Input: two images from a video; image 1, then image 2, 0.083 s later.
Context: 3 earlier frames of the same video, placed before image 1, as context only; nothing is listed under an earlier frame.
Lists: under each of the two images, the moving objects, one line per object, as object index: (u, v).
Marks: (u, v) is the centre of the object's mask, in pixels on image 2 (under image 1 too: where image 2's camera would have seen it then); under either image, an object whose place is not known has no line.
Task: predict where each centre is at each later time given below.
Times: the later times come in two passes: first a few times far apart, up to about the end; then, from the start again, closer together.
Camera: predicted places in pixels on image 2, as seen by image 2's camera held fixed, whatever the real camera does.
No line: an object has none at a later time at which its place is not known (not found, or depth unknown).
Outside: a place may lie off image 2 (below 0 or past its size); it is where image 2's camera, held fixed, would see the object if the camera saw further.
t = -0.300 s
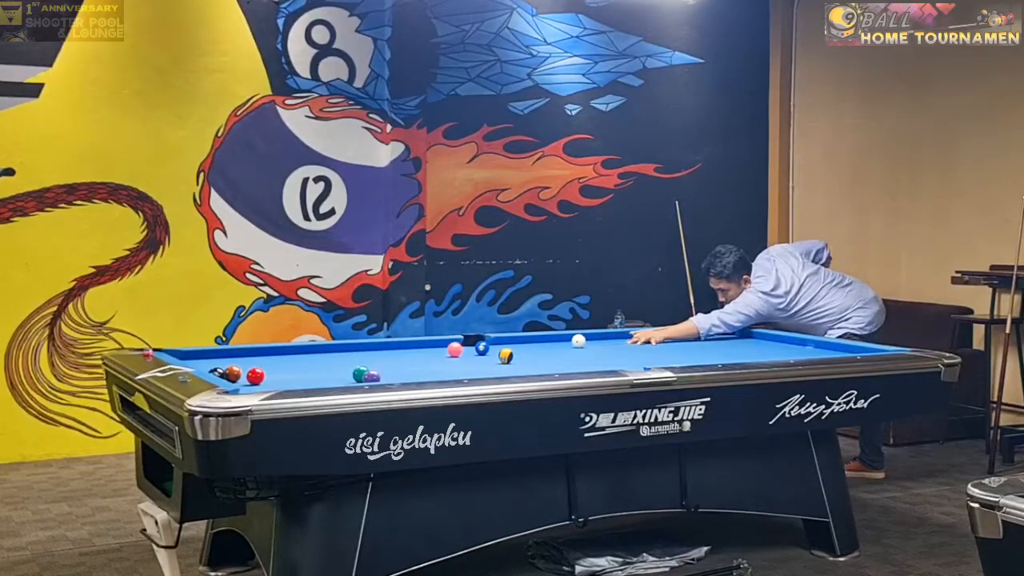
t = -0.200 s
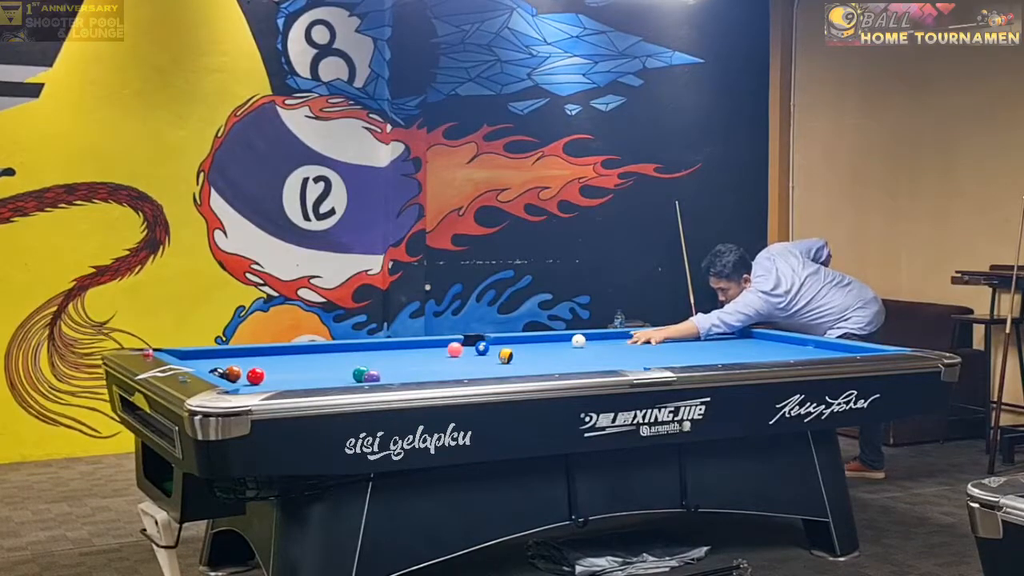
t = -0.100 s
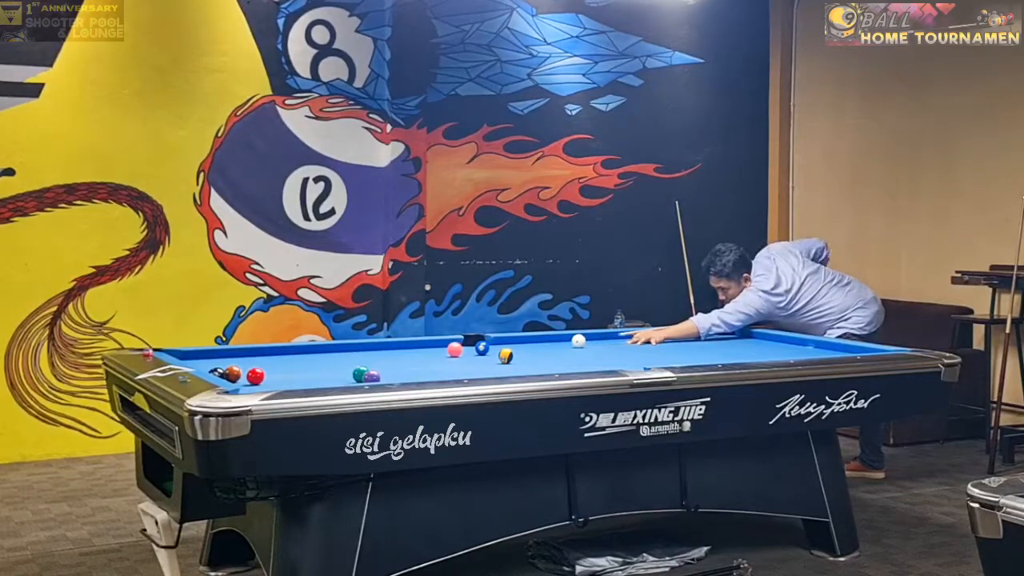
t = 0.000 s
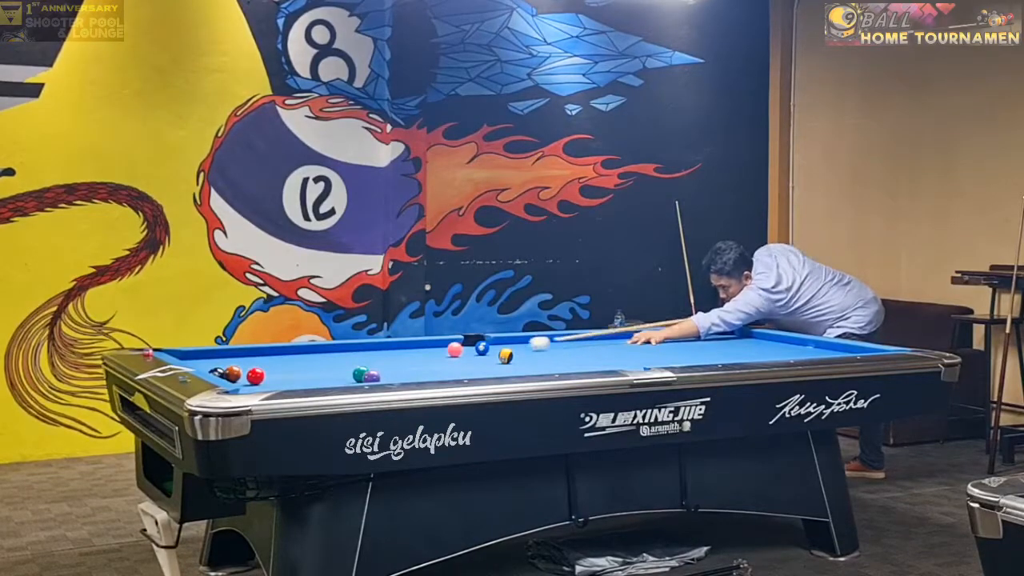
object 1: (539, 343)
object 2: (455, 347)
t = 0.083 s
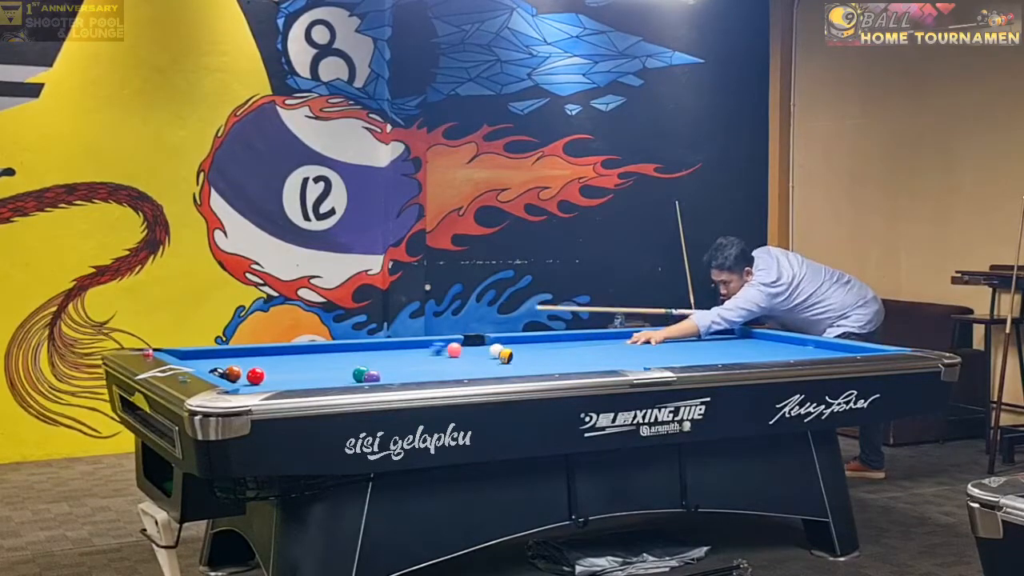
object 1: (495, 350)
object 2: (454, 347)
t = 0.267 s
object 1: (441, 359)
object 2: (451, 351)
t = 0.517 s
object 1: (341, 368)
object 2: (445, 354)
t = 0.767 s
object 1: (270, 379)
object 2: (440, 358)
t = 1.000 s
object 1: (242, 384)
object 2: (435, 361)
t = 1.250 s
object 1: (269, 385)
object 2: (430, 364)
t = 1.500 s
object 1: (295, 384)
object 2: (425, 368)
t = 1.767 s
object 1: (315, 383)
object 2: (419, 370)
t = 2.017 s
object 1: (318, 383)
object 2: (414, 373)
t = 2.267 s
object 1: (320, 382)
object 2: (415, 374)
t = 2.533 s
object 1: (322, 381)
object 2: (421, 374)
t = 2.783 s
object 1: (323, 381)
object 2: (426, 375)
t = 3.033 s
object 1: (323, 381)
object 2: (429, 375)
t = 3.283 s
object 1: (324, 381)
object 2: (433, 375)
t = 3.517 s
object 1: (324, 381)
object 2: (434, 375)
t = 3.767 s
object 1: (324, 381)
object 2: (435, 375)
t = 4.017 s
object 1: (324, 381)
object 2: (436, 376)
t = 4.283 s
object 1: (324, 381)
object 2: (436, 376)
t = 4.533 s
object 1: (324, 381)
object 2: (437, 376)
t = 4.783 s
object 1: (324, 381)
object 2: (437, 376)
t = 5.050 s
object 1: (324, 381)
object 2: (437, 376)
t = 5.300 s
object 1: (324, 381)
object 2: (437, 376)
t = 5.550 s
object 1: (324, 381)
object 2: (437, 376)
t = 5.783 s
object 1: (324, 381)
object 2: (437, 376)
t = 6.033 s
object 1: (324, 381)
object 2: (437, 376)
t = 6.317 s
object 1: (324, 381)
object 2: (437, 376)
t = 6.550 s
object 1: (324, 381)
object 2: (437, 376)
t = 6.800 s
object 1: (324, 381)
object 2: (437, 376)
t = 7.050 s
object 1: (324, 381)
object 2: (437, 376)
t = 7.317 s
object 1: (324, 381)
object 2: (437, 376)
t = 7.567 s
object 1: (324, 381)
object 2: (437, 376)
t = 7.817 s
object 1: (324, 381)
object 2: (437, 376)
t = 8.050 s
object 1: (324, 381)
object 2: (437, 376)
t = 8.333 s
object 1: (324, 381)
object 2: (437, 376)
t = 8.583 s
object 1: (324, 381)
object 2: (437, 376)
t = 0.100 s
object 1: (495, 351)
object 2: (454, 348)
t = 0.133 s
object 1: (493, 354)
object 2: (453, 348)
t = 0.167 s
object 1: (479, 355)
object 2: (453, 349)
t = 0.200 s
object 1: (467, 356)
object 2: (452, 350)
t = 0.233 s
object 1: (453, 358)
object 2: (450, 348)
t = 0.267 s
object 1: (441, 359)
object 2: (451, 351)
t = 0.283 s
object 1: (434, 360)
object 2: (450, 352)
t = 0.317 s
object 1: (421, 361)
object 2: (449, 352)
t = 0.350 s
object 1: (409, 362)
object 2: (448, 353)
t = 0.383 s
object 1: (396, 364)
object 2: (447, 353)
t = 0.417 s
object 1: (382, 365)
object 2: (447, 353)
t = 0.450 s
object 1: (369, 364)
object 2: (447, 354)
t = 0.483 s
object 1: (352, 366)
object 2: (446, 354)
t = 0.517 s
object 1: (341, 368)
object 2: (445, 354)
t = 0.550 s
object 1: (326, 370)
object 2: (445, 355)
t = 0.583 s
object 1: (311, 372)
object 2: (444, 356)
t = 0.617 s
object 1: (297, 373)
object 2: (443, 356)
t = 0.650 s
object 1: (281, 374)
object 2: (443, 356)
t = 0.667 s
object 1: (275, 375)
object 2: (442, 356)
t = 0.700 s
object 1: (273, 376)
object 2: (442, 357)
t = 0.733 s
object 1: (272, 377)
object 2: (441, 358)
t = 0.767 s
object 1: (270, 379)
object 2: (440, 358)
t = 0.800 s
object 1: (266, 380)
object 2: (439, 358)
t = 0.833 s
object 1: (263, 381)
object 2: (439, 358)
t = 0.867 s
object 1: (258, 381)
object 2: (438, 359)
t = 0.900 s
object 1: (253, 383)
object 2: (437, 360)
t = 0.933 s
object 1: (249, 383)
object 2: (437, 360)
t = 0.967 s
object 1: (245, 384)
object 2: (436, 361)
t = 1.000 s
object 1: (242, 384)
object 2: (435, 361)
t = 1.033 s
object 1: (246, 385)
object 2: (434, 361)
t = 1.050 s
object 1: (248, 385)
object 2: (434, 362)
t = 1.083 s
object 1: (251, 385)
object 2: (433, 362)
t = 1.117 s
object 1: (255, 385)
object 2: (433, 362)
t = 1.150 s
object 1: (259, 385)
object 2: (432, 363)
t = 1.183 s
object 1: (263, 384)
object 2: (431, 363)
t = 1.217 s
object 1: (266, 385)
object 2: (431, 363)
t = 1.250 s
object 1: (269, 385)
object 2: (430, 364)
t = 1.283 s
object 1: (274, 384)
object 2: (429, 364)
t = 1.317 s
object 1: (277, 384)
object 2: (429, 365)
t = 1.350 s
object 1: (280, 384)
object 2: (430, 364)
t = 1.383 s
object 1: (284, 384)
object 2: (427, 361)
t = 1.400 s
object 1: (286, 384)
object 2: (424, 364)
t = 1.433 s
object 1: (289, 384)
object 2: (426, 367)
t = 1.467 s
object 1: (291, 384)
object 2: (425, 367)
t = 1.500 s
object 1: (295, 384)
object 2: (425, 368)
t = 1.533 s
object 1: (299, 384)
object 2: (424, 368)
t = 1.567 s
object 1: (302, 384)
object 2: (423, 369)
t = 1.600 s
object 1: (305, 384)
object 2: (423, 369)
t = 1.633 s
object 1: (309, 383)
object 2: (422, 369)
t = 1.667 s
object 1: (312, 383)
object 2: (421, 370)
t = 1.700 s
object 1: (315, 383)
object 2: (421, 370)
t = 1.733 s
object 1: (314, 383)
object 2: (420, 370)
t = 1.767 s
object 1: (315, 383)
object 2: (419, 370)
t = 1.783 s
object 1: (316, 383)
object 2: (419, 371)
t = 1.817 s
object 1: (316, 383)
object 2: (418, 371)
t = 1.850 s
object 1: (316, 383)
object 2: (418, 371)
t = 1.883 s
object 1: (316, 383)
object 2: (417, 372)
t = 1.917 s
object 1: (316, 383)
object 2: (416, 372)
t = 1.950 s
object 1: (317, 383)
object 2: (416, 372)
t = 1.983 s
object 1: (317, 382)
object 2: (415, 372)
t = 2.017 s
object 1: (318, 383)
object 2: (414, 373)
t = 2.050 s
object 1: (318, 382)
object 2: (414, 373)
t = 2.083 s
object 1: (318, 382)
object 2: (414, 373)
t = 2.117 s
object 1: (318, 382)
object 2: (413, 373)
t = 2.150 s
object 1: (319, 382)
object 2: (414, 373)
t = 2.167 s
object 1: (319, 382)
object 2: (413, 373)
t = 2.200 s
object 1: (319, 382)
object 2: (414, 374)
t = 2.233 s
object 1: (319, 382)
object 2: (414, 374)
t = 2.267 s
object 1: (320, 382)
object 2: (415, 374)
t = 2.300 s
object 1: (320, 382)
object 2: (415, 374)
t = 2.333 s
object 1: (321, 382)
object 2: (417, 374)
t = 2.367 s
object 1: (321, 382)
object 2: (418, 374)
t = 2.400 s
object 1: (321, 382)
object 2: (418, 374)
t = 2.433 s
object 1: (321, 382)
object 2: (419, 374)
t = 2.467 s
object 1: (321, 382)
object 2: (420, 374)
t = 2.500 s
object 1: (322, 382)
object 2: (420, 374)
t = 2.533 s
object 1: (322, 381)
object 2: (421, 374)
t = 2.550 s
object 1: (322, 381)
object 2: (422, 374)
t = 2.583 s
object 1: (322, 381)
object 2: (422, 374)
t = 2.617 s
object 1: (322, 381)
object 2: (423, 374)
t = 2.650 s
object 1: (323, 381)
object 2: (424, 375)
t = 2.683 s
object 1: (323, 381)
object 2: (424, 374)
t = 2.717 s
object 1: (323, 381)
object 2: (425, 375)
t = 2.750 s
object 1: (323, 381)
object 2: (425, 375)
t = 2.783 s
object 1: (323, 381)
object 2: (426, 375)
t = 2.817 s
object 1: (323, 381)
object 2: (426, 375)
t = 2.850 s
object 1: (323, 381)
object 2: (426, 375)
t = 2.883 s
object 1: (323, 381)
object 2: (427, 375)
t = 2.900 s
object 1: (323, 381)
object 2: (427, 375)
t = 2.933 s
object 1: (323, 381)
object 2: (428, 375)
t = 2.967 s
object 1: (324, 381)
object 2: (428, 375)
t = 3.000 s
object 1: (323, 381)
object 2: (429, 375)
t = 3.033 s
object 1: (323, 381)
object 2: (429, 375)
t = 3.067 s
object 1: (323, 381)
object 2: (430, 375)
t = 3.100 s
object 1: (323, 381)
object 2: (430, 375)
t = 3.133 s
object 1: (324, 381)
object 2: (431, 375)
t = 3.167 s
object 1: (323, 381)
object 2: (431, 375)
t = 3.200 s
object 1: (323, 381)
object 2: (432, 375)
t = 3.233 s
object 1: (323, 381)
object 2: (432, 375)
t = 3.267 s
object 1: (324, 381)
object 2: (433, 375)
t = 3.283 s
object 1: (324, 381)
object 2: (433, 375)
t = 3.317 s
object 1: (324, 381)
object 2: (433, 375)
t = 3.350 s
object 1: (324, 381)
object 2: (433, 375)
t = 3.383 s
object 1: (324, 381)
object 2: (433, 375)
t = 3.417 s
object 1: (324, 381)
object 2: (433, 375)
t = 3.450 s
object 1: (323, 381)
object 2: (434, 375)
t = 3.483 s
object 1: (324, 381)
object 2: (434, 375)
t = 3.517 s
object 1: (324, 381)
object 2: (434, 375)
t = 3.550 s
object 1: (324, 381)
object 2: (435, 375)
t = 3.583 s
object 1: (324, 381)
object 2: (435, 375)
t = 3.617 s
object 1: (324, 381)
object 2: (435, 375)
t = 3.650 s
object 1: (324, 381)
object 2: (435, 375)
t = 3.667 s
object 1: (324, 381)
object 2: (435, 375)
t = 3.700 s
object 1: (324, 381)
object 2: (435, 375)
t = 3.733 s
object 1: (324, 381)
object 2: (435, 375)
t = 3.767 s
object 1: (324, 381)
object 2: (435, 375)
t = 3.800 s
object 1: (324, 381)
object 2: (435, 375)
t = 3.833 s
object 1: (324, 381)
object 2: (435, 375)
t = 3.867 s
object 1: (324, 381)
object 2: (435, 375)
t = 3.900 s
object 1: (324, 381)
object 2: (436, 375)
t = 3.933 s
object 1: (324, 381)
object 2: (435, 375)
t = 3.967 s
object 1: (324, 381)
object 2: (436, 376)
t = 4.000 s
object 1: (324, 381)
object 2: (436, 376)
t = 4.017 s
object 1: (324, 381)
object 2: (436, 376)
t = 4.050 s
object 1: (324, 381)
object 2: (436, 376)
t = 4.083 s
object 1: (324, 381)
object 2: (436, 376)
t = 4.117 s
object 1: (324, 381)
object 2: (436, 376)
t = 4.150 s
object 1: (324, 381)
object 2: (436, 376)
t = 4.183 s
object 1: (324, 381)
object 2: (436, 376)
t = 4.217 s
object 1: (324, 381)
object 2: (436, 376)
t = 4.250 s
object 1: (324, 381)
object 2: (436, 376)
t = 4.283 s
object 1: (324, 381)
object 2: (436, 376)
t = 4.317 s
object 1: (324, 381)
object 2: (437, 376)
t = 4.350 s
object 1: (324, 381)
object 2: (436, 376)
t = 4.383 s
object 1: (324, 381)
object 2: (436, 376)
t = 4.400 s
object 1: (324, 381)
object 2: (437, 376)
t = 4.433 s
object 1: (324, 381)
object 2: (436, 376)
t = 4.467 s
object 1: (324, 381)
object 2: (436, 376)
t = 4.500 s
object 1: (324, 381)
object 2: (436, 376)
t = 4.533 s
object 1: (324, 381)
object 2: (437, 376)
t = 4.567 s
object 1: (324, 381)
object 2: (437, 376)
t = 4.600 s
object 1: (324, 381)
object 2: (437, 376)
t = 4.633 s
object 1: (324, 381)
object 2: (437, 376)
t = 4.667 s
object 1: (324, 381)
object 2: (437, 377)
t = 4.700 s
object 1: (324, 381)
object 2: (437, 376)
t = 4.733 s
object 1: (324, 381)
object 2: (437, 376)
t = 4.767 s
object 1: (324, 381)
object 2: (437, 376)
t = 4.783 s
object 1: (324, 381)
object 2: (437, 376)
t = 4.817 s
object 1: (324, 381)
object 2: (437, 376)
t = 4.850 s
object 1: (324, 381)
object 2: (436, 376)
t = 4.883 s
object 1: (324, 381)
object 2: (436, 376)
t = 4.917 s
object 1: (324, 381)
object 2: (436, 376)
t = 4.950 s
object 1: (324, 381)
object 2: (436, 376)
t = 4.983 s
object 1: (324, 381)
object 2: (436, 376)
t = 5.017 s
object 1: (324, 381)
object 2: (437, 376)
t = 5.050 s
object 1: (324, 381)
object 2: (437, 376)
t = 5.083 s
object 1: (324, 381)
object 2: (437, 376)
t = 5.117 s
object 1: (324, 381)
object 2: (437, 376)
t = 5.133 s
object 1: (324, 381)
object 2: (437, 376)
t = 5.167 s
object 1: (324, 381)
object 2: (437, 376)
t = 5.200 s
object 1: (324, 381)
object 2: (437, 376)
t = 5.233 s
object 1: (324, 381)
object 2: (437, 376)
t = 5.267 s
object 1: (324, 381)
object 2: (437, 376)
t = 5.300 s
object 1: (324, 381)
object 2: (437, 376)
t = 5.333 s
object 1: (324, 381)
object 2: (437, 376)
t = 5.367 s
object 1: (324, 381)
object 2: (437, 376)
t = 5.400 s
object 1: (324, 381)
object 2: (437, 376)
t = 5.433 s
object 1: (324, 381)
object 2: (437, 376)
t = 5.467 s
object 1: (324, 381)
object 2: (437, 376)
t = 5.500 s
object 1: (324, 381)
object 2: (437, 376)
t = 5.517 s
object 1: (324, 381)
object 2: (437, 376)
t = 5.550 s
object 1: (324, 381)
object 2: (437, 376)
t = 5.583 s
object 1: (324, 381)
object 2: (437, 376)
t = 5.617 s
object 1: (324, 381)
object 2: (437, 376)
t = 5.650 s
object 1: (324, 381)
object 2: (437, 376)
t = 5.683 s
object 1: (324, 381)
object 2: (437, 376)
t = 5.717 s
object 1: (324, 381)
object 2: (437, 376)
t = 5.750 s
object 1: (324, 381)
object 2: (437, 376)
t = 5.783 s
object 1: (324, 381)
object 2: (437, 376)
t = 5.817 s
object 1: (324, 381)
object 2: (438, 376)
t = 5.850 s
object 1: (324, 381)
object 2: (437, 376)
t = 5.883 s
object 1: (324, 381)
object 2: (437, 376)
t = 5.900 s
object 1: (324, 381)
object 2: (437, 376)
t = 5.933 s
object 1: (324, 381)
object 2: (437, 376)
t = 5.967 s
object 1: (324, 381)
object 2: (437, 376)
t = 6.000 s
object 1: (324, 381)
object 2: (437, 376)
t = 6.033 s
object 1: (324, 381)
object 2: (437, 376)
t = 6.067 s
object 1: (324, 381)
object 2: (437, 376)
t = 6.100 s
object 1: (324, 381)
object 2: (437, 376)
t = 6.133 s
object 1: (324, 381)
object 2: (437, 376)
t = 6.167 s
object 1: (324, 381)
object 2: (437, 376)
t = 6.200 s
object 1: (324, 381)
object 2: (437, 376)
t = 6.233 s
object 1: (324, 381)
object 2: (437, 376)
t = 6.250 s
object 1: (324, 381)
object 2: (437, 376)
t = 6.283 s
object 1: (324, 381)
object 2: (437, 376)
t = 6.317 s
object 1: (324, 381)
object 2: (437, 376)
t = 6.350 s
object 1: (324, 381)
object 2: (437, 376)
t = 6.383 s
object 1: (324, 381)
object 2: (437, 376)
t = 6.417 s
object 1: (324, 381)
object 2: (437, 376)
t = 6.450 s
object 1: (324, 381)
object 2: (437, 376)
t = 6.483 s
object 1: (324, 381)
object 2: (437, 376)
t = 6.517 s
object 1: (324, 381)
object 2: (437, 376)
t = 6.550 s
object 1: (324, 381)
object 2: (437, 376)
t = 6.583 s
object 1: (324, 381)
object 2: (437, 376)
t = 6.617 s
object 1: (324, 381)
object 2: (437, 376)
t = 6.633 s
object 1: (324, 381)
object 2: (437, 376)
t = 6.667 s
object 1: (324, 381)
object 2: (437, 376)
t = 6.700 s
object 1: (324, 381)
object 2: (437, 376)
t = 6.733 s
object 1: (324, 381)
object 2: (437, 376)
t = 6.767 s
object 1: (324, 381)
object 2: (437, 376)
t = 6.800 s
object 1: (324, 381)
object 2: (437, 376)
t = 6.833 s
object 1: (324, 381)
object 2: (437, 376)
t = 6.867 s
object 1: (324, 381)
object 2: (437, 376)
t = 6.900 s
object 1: (324, 381)
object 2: (437, 376)
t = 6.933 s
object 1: (324, 381)
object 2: (437, 376)
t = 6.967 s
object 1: (324, 381)
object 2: (437, 376)
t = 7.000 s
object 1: (324, 381)
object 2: (437, 376)
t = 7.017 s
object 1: (324, 381)
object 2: (437, 376)
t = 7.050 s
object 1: (324, 381)
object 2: (437, 376)
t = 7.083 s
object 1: (324, 381)
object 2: (437, 376)
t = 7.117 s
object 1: (324, 381)
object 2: (437, 376)
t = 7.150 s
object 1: (324, 381)
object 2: (437, 376)
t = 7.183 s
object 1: (324, 381)
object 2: (437, 376)
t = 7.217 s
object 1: (324, 381)
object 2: (437, 376)
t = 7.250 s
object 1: (324, 381)
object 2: (437, 376)
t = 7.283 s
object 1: (324, 381)
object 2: (437, 376)
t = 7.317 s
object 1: (324, 381)
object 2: (437, 376)
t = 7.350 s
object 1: (324, 381)
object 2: (437, 376)
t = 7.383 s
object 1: (324, 381)
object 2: (437, 376)
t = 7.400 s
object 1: (324, 381)
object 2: (437, 376)
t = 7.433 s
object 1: (324, 381)
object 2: (437, 376)
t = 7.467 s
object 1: (324, 381)
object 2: (437, 376)
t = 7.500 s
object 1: (324, 381)
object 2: (437, 376)
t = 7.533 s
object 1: (324, 381)
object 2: (437, 376)
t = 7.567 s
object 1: (324, 381)
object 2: (437, 376)
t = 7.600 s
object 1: (324, 381)
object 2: (437, 376)
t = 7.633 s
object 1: (324, 381)
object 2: (437, 376)
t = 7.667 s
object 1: (324, 381)
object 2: (437, 376)
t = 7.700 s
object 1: (324, 381)
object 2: (437, 376)
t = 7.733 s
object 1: (324, 381)
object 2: (437, 376)
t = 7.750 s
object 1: (324, 381)
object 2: (437, 376)
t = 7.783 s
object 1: (324, 381)
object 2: (437, 376)
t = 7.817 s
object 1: (324, 381)
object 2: (437, 376)
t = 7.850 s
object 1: (324, 381)
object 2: (437, 376)
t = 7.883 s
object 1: (324, 381)
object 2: (437, 376)
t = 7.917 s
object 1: (324, 381)
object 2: (437, 376)
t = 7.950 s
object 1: (324, 381)
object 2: (437, 376)
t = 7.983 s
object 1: (324, 381)
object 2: (437, 376)
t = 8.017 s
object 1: (324, 381)
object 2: (437, 376)
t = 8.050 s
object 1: (324, 381)
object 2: (437, 376)
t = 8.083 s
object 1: (324, 381)
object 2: (437, 376)
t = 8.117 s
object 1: (324, 381)
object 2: (437, 376)
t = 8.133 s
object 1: (324, 381)
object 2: (437, 376)
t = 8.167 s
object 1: (324, 381)
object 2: (437, 376)
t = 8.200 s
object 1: (324, 381)
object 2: (437, 376)
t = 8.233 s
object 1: (324, 381)
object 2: (437, 376)
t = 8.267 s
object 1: (324, 381)
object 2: (437, 376)
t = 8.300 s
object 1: (324, 381)
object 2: (437, 376)
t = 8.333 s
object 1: (324, 381)
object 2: (437, 376)
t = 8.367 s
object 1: (324, 381)
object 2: (437, 376)
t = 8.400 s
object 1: (324, 381)
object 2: (437, 376)
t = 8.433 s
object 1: (324, 381)
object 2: (437, 376)
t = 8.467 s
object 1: (324, 381)
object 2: (437, 376)
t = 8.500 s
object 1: (324, 381)
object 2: (437, 376)
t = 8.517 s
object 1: (324, 381)
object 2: (437, 376)
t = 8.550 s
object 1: (324, 381)
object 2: (437, 376)
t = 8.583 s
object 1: (324, 381)
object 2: (437, 376)
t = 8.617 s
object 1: (324, 381)
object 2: (437, 376)
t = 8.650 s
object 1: (324, 381)
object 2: (437, 376)
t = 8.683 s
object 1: (324, 381)
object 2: (437, 376)
